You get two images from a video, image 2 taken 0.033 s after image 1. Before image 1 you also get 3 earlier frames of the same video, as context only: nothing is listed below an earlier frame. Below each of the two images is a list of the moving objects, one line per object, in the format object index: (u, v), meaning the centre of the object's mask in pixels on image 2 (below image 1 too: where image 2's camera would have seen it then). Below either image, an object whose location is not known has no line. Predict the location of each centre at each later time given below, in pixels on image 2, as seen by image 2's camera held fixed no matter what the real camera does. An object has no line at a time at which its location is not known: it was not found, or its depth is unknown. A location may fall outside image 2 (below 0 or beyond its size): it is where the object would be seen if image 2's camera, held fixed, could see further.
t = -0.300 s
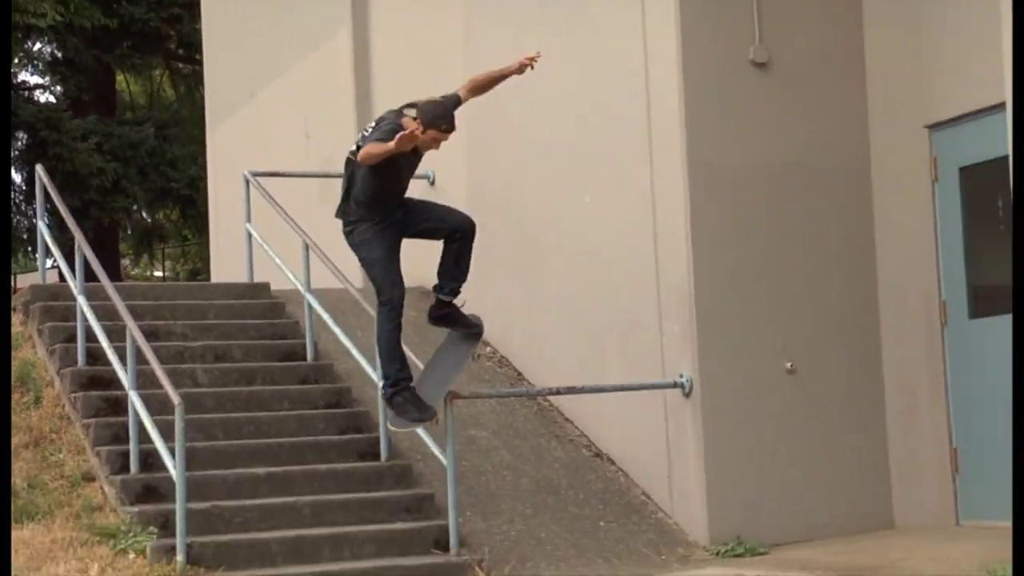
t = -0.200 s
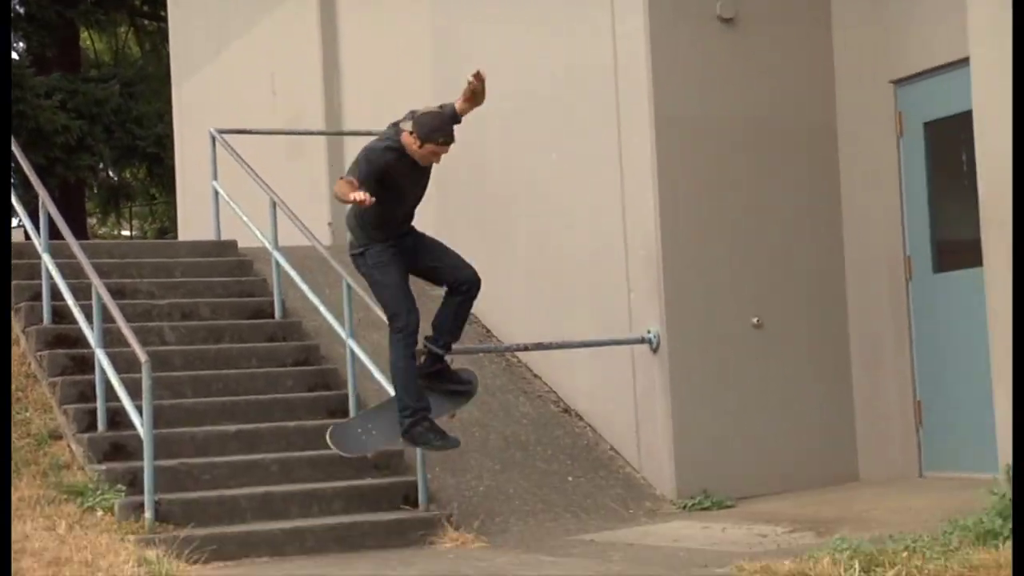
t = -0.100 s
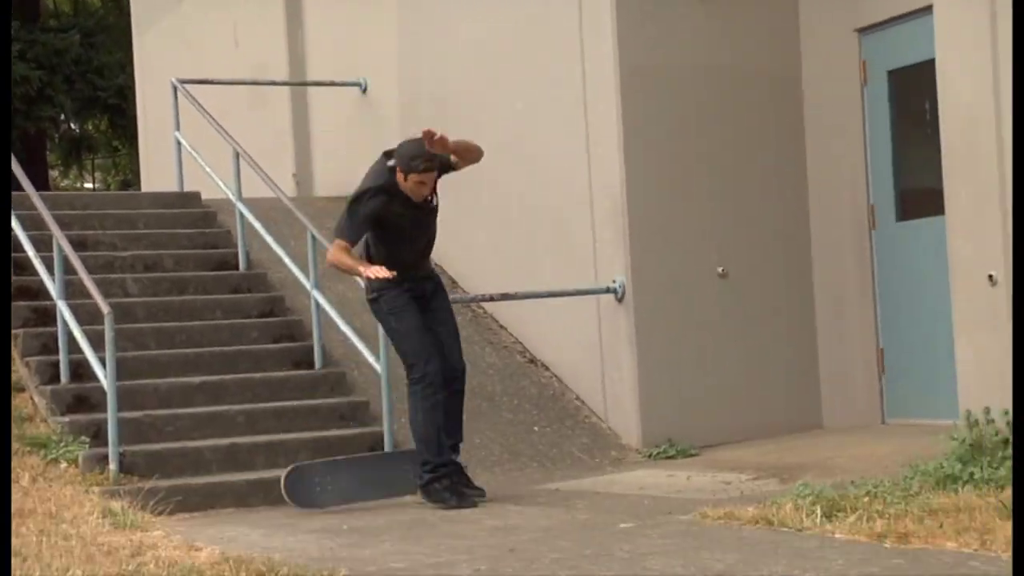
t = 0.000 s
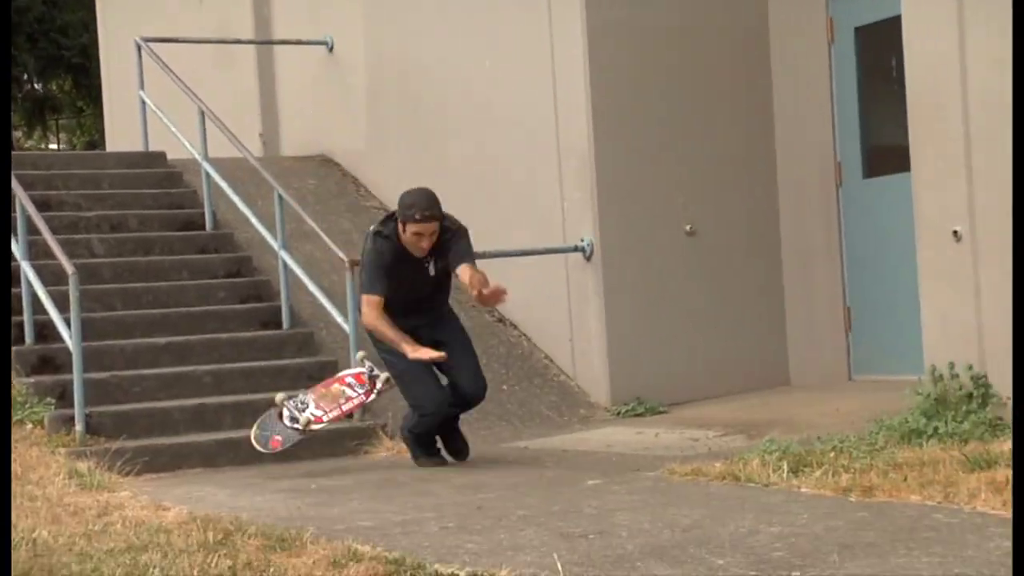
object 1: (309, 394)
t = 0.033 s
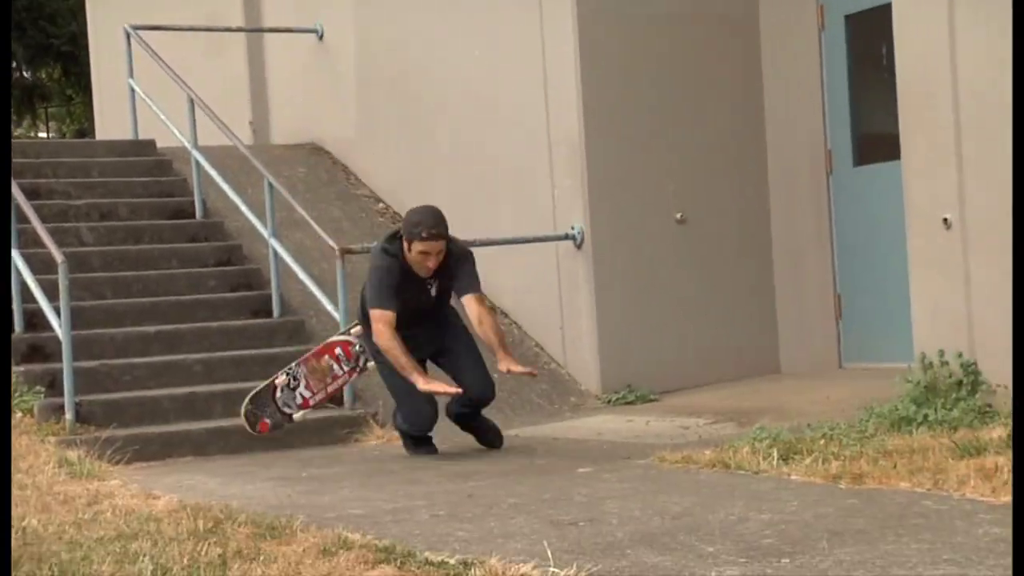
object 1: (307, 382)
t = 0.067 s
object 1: (311, 370)
